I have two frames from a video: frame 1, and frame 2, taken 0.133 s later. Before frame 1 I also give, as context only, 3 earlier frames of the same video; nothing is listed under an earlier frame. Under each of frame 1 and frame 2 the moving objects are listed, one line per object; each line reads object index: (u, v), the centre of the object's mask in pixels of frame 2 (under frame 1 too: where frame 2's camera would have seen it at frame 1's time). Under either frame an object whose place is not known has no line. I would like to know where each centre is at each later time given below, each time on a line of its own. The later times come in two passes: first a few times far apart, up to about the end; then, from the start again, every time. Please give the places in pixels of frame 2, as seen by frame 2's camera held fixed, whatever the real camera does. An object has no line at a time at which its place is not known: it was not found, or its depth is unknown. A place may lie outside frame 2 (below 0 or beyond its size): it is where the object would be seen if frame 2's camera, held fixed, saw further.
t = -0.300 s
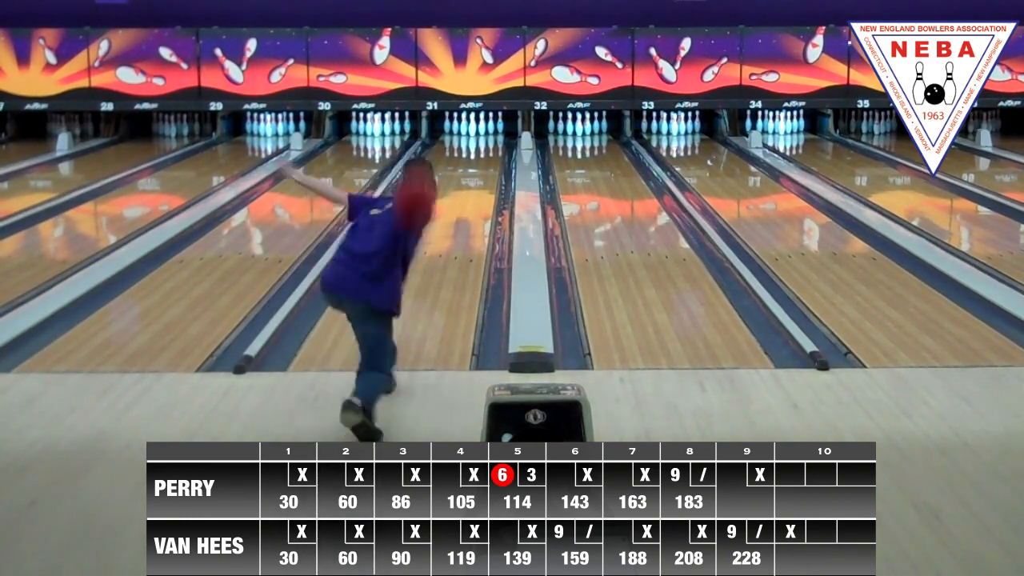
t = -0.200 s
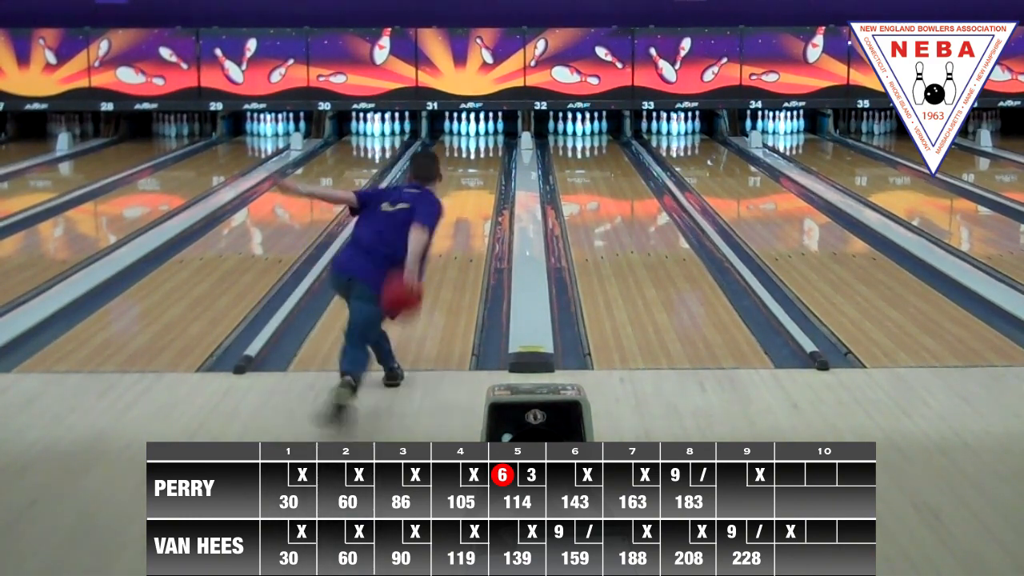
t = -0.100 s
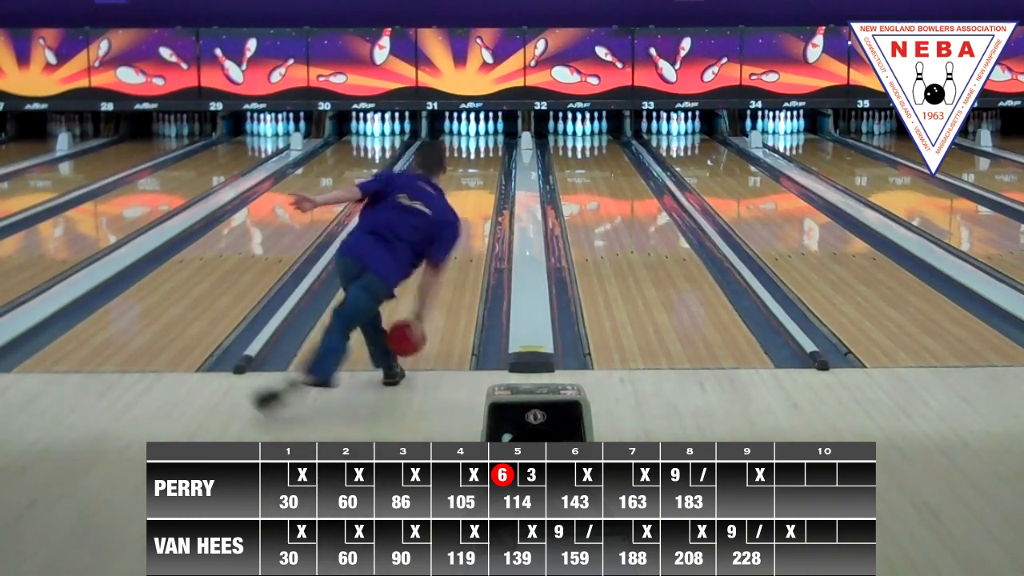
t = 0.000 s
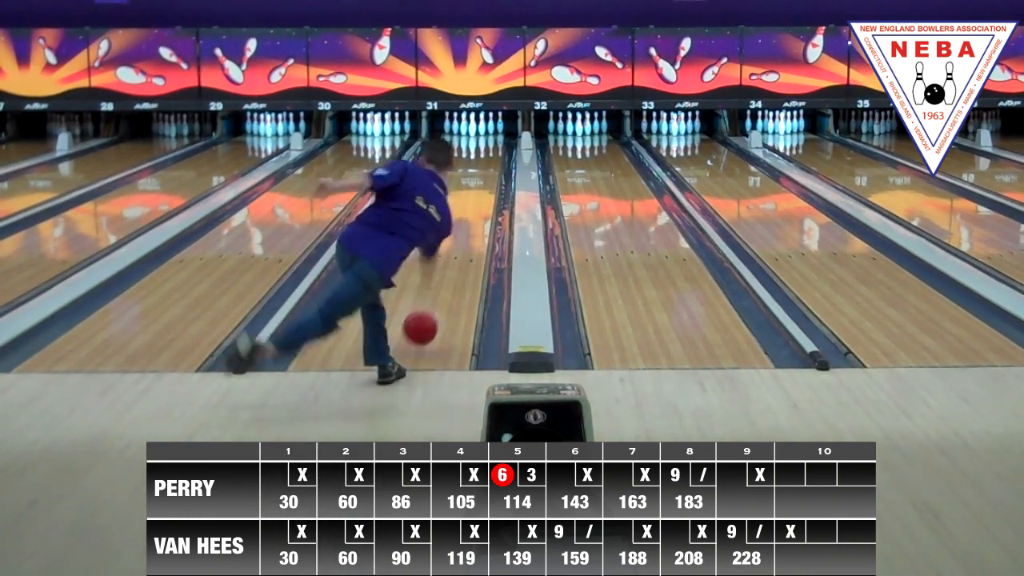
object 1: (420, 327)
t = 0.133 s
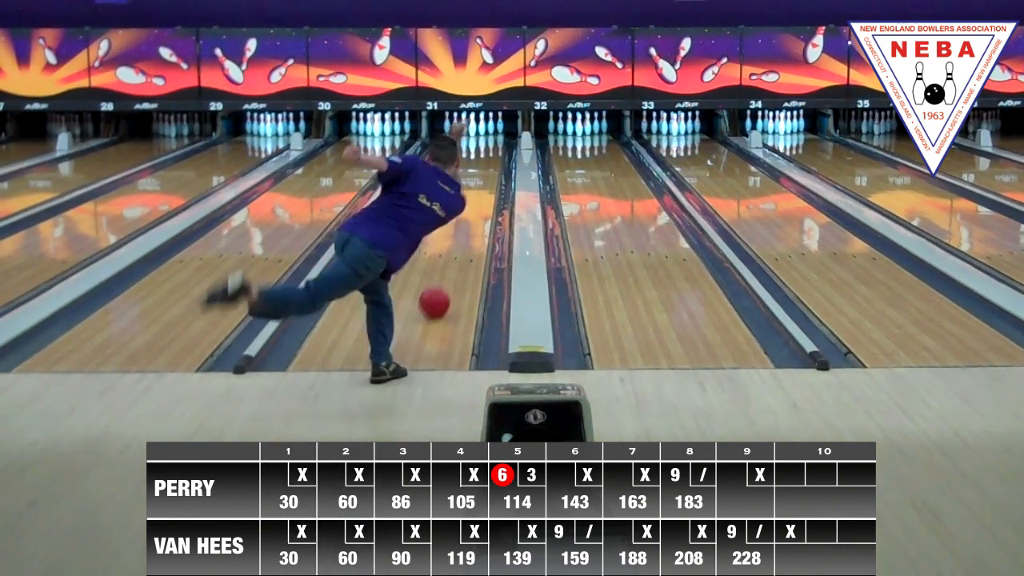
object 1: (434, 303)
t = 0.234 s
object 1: (443, 282)
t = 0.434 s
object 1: (456, 248)
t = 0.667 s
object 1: (472, 219)
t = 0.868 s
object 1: (475, 198)
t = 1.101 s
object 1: (481, 180)
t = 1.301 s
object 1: (484, 166)
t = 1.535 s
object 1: (486, 154)
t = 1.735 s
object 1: (485, 145)
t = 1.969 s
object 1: (481, 136)
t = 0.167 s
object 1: (437, 296)
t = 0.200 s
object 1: (440, 288)
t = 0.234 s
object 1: (443, 282)
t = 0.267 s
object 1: (445, 276)
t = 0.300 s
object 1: (448, 269)
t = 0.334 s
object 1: (450, 264)
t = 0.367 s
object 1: (452, 259)
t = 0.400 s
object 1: (454, 254)
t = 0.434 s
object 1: (456, 248)
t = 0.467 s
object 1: (458, 245)
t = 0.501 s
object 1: (461, 243)
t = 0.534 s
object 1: (468, 238)
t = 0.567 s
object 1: (468, 235)
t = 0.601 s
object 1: (471, 228)
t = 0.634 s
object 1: (472, 223)
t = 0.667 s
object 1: (472, 219)
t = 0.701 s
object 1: (472, 215)
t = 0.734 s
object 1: (472, 211)
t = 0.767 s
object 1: (473, 208)
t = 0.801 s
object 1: (474, 205)
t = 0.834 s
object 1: (474, 202)
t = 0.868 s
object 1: (475, 198)
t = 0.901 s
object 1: (476, 195)
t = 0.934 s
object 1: (477, 193)
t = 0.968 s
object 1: (478, 190)
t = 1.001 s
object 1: (479, 187)
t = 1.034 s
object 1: (479, 184)
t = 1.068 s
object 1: (480, 182)
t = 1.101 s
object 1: (481, 180)
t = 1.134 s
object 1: (481, 177)
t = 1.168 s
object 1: (482, 175)
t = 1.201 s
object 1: (483, 173)
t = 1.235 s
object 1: (483, 170)
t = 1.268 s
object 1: (484, 168)
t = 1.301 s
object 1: (484, 166)
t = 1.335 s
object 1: (485, 164)
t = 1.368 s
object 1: (485, 162)
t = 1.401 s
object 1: (485, 160)
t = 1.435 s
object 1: (486, 158)
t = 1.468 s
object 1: (486, 157)
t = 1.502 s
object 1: (486, 156)
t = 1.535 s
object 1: (486, 154)
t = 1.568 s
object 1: (486, 152)
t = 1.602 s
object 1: (485, 150)
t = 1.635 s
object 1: (486, 147)
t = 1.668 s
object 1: (488, 149)
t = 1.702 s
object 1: (487, 146)
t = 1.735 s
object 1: (485, 145)
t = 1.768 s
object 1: (485, 144)
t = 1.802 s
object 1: (484, 142)
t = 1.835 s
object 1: (484, 141)
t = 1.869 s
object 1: (483, 140)
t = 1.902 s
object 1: (482, 138)
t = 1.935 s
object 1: (481, 137)
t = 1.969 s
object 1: (481, 136)
